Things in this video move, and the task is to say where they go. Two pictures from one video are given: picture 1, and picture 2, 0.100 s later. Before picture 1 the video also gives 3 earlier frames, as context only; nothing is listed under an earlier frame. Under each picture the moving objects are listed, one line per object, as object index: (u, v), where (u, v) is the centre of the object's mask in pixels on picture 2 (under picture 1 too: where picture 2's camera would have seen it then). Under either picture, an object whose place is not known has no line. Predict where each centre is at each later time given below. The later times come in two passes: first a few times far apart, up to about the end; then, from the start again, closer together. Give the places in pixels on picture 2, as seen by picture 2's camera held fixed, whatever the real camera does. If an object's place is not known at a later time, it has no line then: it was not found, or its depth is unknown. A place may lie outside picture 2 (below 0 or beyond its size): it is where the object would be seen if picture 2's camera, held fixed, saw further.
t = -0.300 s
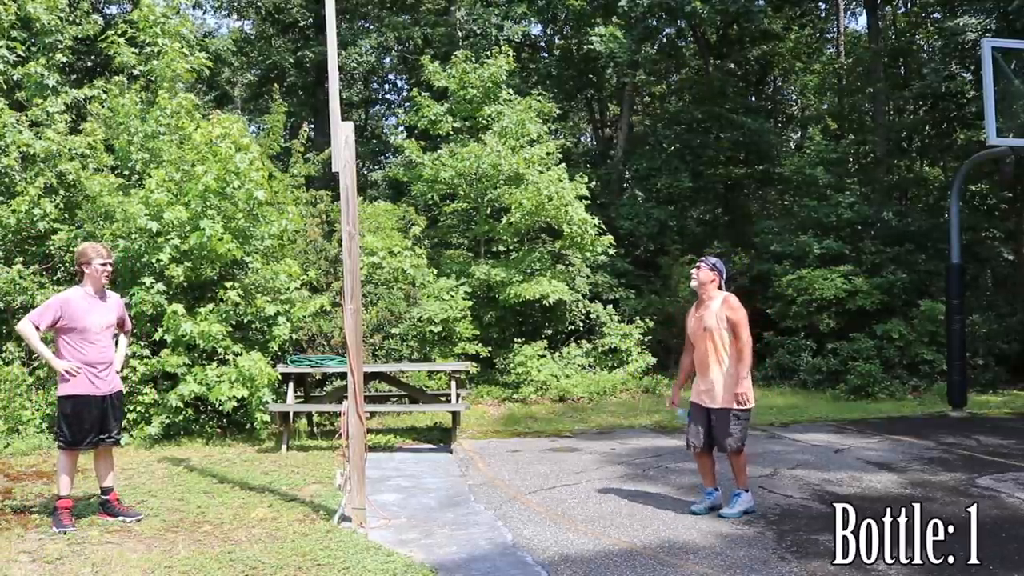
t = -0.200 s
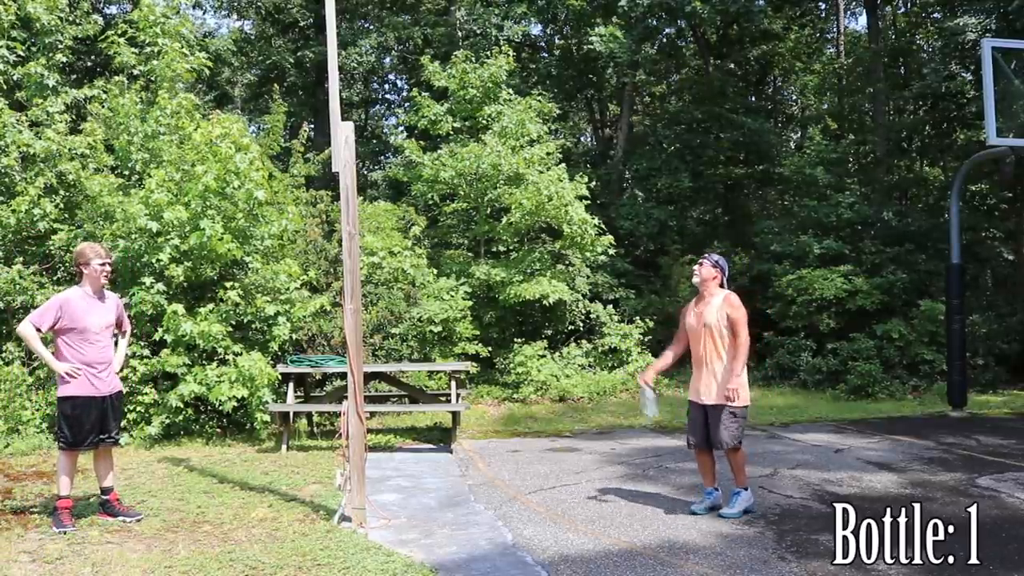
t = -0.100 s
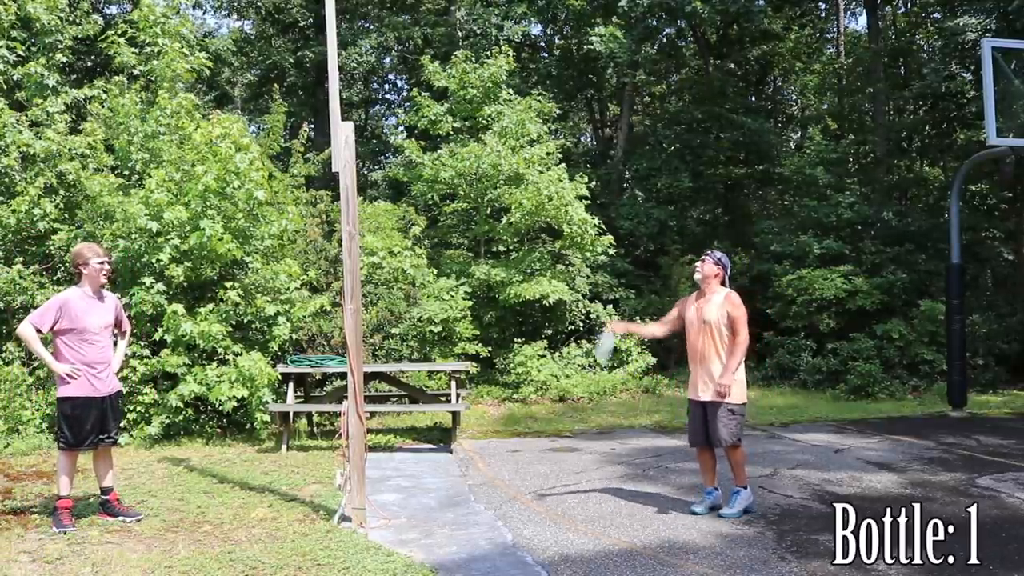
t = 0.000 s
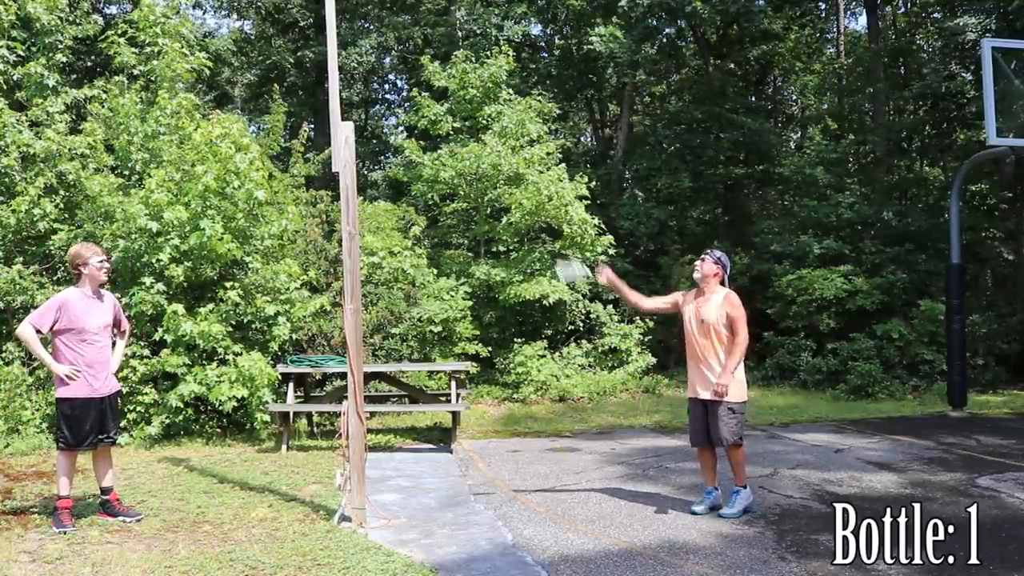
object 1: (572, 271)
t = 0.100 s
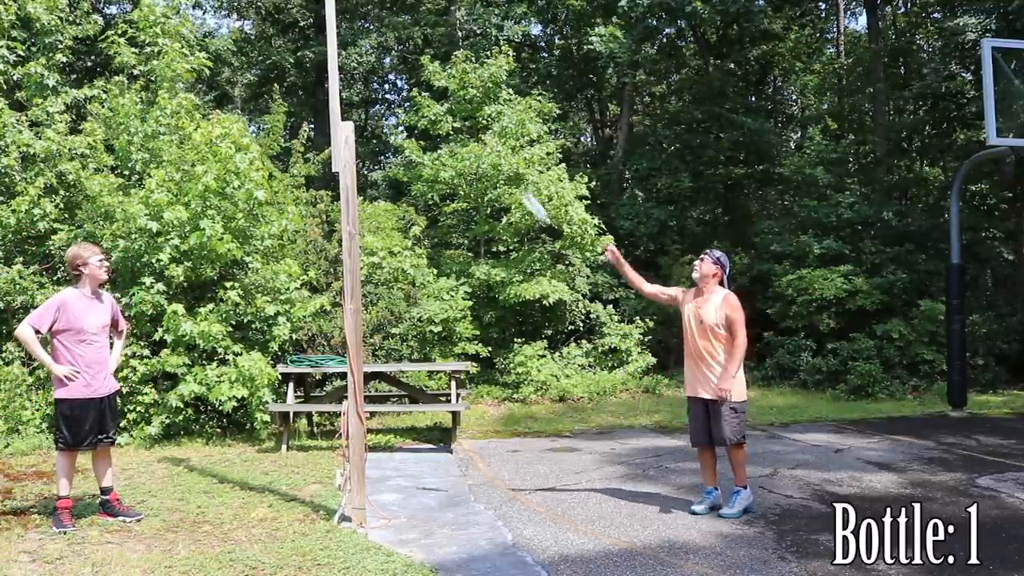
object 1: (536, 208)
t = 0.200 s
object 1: (498, 153)
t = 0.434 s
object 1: (419, 89)
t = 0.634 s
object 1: (357, 98)
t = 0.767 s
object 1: (314, 139)
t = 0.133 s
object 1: (523, 188)
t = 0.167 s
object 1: (510, 169)
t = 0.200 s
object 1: (498, 153)
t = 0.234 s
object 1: (486, 138)
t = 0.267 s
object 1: (475, 127)
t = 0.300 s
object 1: (464, 115)
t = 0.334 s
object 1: (453, 106)
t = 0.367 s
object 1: (442, 99)
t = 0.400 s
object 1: (431, 92)
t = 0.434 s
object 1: (419, 89)
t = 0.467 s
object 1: (409, 86)
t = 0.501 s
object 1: (398, 85)
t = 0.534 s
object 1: (388, 85)
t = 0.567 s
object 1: (377, 88)
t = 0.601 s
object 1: (366, 92)
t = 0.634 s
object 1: (357, 98)
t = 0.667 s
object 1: (350, 104)
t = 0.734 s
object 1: (320, 127)
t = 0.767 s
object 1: (314, 139)
